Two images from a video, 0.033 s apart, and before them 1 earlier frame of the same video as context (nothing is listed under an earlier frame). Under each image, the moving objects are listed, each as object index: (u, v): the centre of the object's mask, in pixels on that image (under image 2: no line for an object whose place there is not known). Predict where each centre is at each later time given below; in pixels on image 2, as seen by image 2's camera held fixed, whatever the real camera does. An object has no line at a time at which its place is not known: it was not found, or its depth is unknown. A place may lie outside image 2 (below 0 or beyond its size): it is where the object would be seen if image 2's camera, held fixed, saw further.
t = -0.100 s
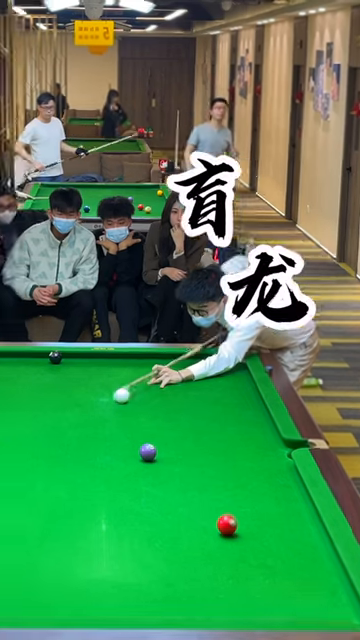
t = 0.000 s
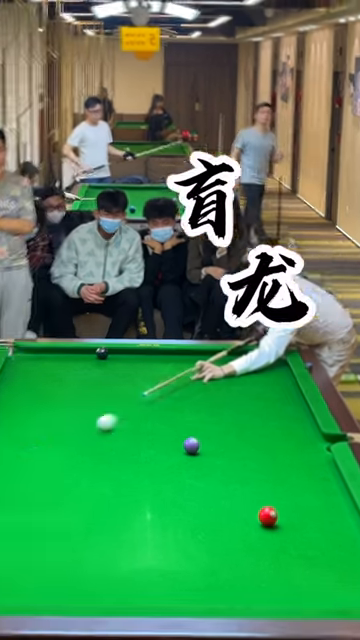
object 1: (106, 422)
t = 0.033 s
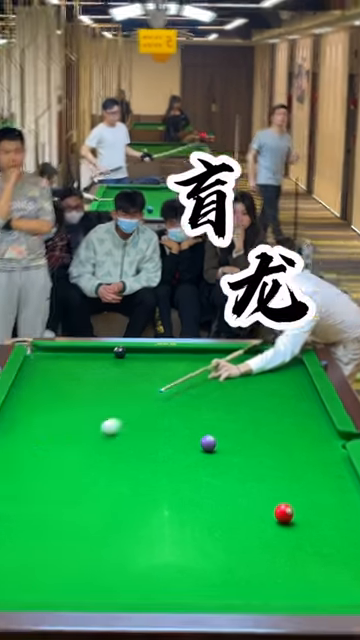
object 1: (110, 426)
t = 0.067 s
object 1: (82, 443)
